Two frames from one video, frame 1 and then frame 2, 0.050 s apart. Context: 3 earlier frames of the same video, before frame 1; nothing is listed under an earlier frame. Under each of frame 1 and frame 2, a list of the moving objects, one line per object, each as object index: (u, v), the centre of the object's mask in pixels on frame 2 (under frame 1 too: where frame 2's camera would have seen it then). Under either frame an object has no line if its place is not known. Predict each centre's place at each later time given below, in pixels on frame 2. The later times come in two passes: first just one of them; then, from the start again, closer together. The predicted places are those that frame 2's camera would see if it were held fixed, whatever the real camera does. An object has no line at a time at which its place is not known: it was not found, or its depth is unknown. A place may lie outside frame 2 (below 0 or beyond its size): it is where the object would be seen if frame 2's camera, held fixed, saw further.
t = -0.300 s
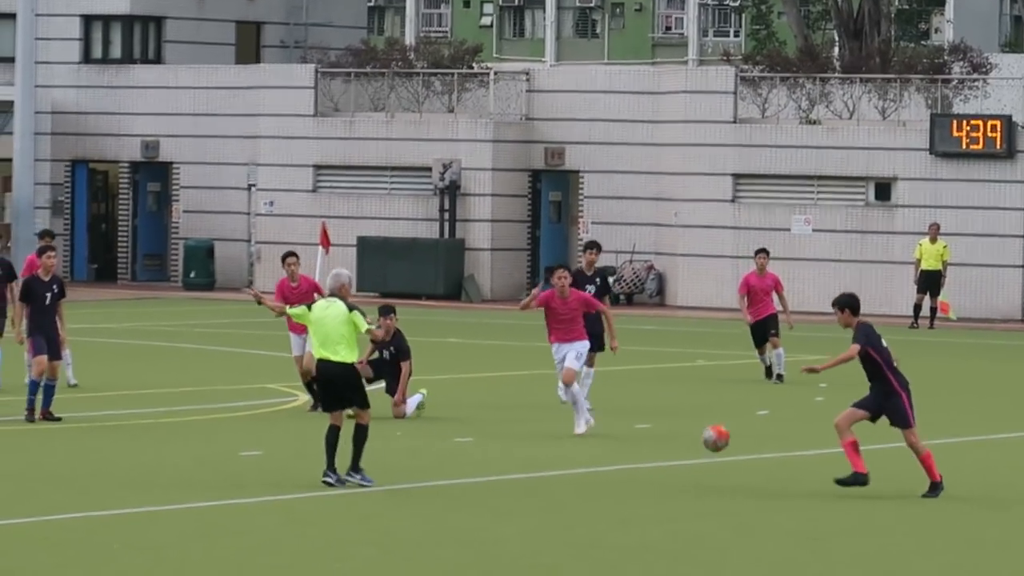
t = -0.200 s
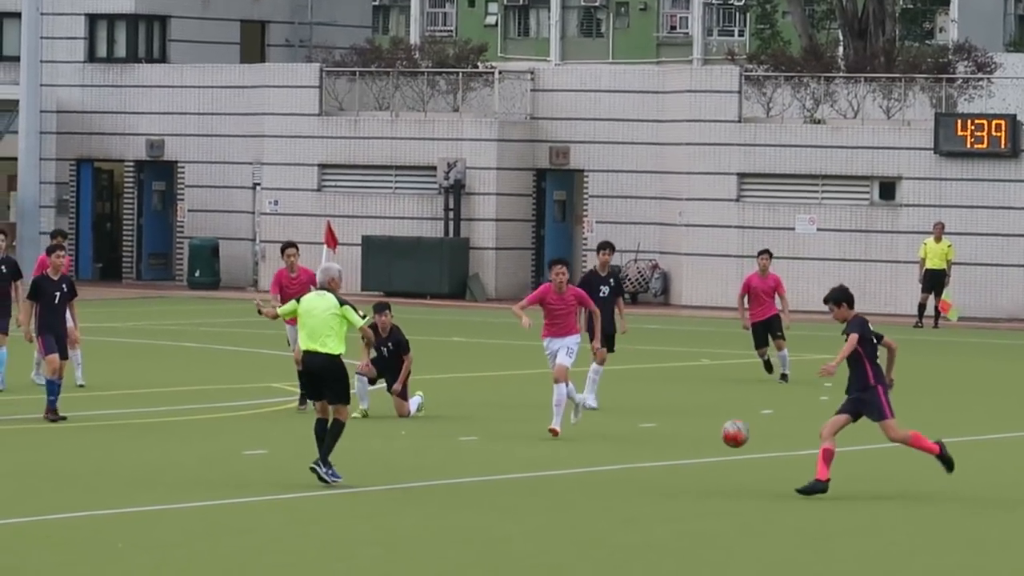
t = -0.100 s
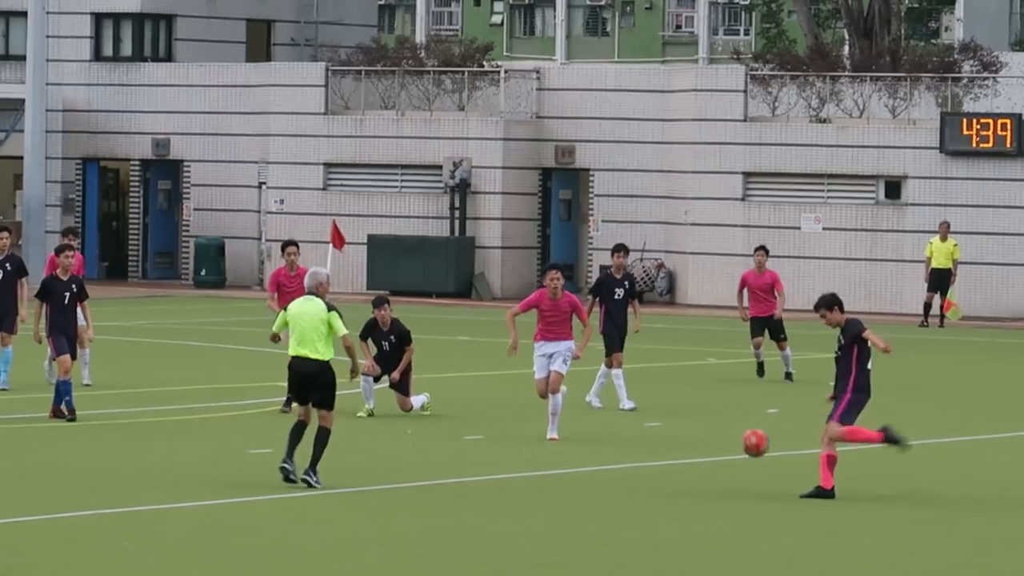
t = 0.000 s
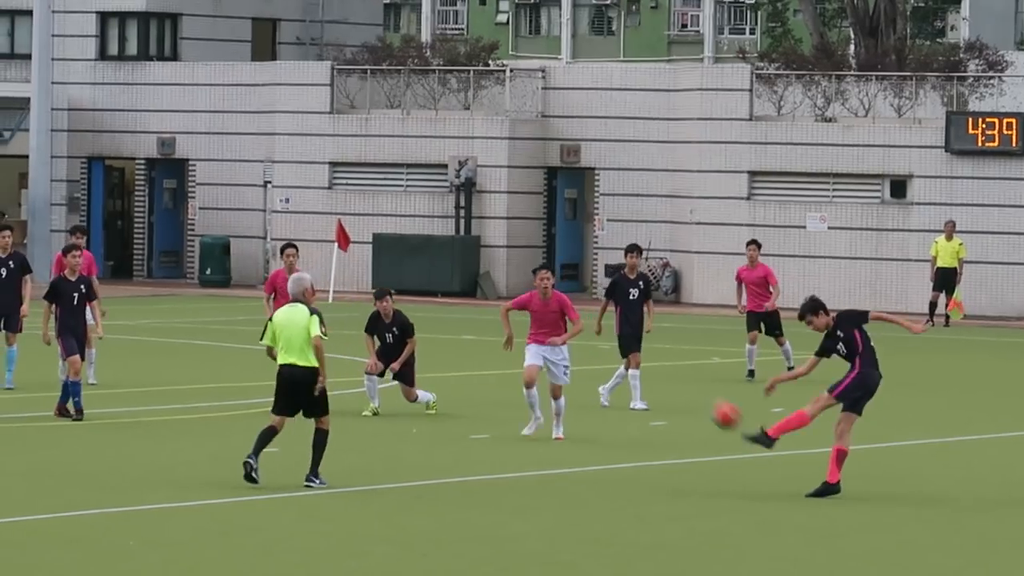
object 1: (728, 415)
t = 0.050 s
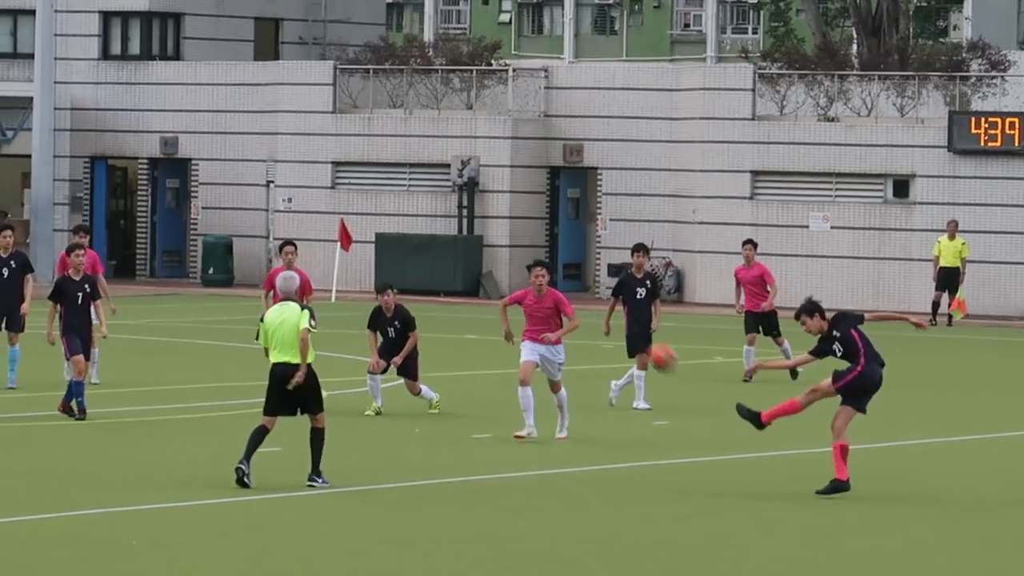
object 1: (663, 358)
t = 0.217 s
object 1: (468, 211)
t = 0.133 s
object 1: (562, 277)
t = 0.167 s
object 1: (523, 249)
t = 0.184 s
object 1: (505, 238)
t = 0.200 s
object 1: (485, 223)
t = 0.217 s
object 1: (468, 211)
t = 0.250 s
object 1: (435, 189)
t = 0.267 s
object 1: (419, 178)
